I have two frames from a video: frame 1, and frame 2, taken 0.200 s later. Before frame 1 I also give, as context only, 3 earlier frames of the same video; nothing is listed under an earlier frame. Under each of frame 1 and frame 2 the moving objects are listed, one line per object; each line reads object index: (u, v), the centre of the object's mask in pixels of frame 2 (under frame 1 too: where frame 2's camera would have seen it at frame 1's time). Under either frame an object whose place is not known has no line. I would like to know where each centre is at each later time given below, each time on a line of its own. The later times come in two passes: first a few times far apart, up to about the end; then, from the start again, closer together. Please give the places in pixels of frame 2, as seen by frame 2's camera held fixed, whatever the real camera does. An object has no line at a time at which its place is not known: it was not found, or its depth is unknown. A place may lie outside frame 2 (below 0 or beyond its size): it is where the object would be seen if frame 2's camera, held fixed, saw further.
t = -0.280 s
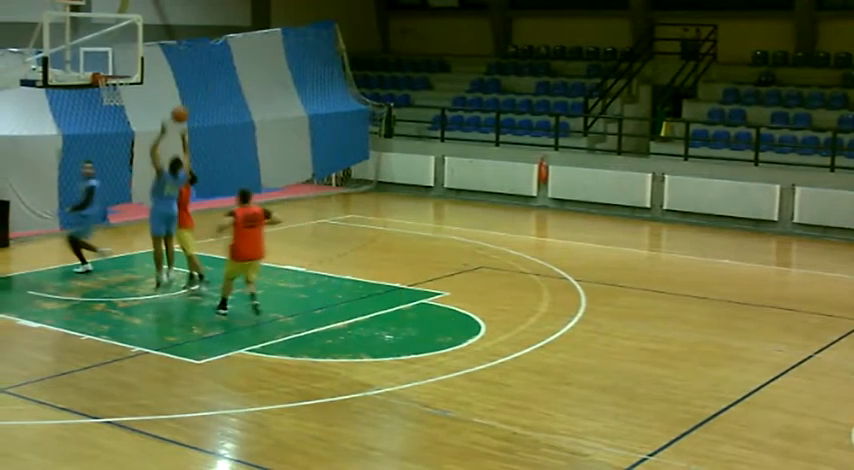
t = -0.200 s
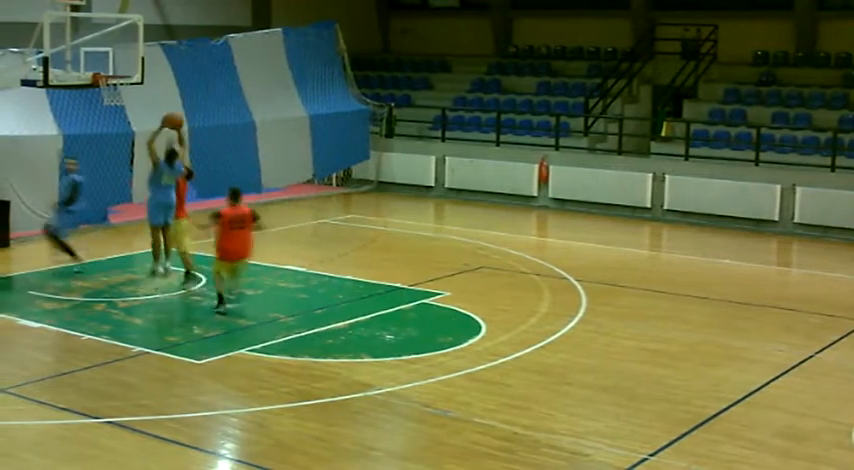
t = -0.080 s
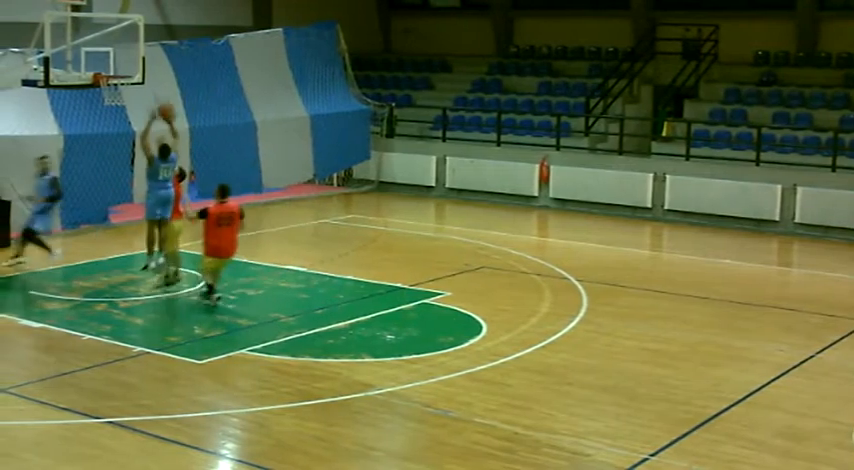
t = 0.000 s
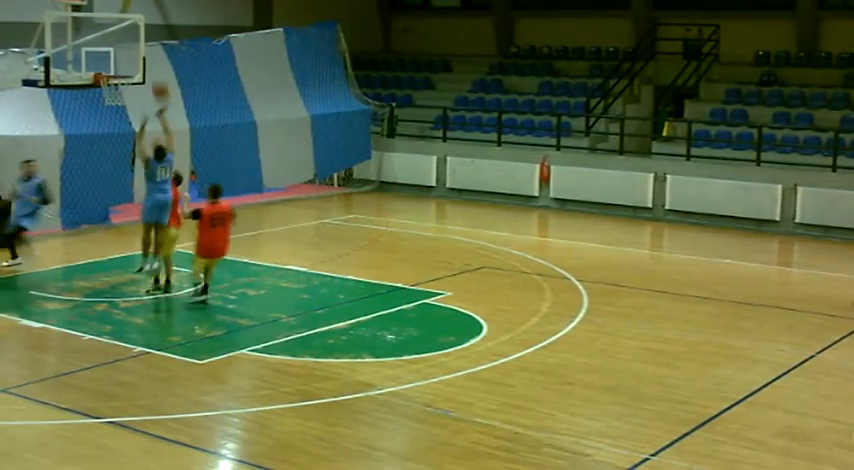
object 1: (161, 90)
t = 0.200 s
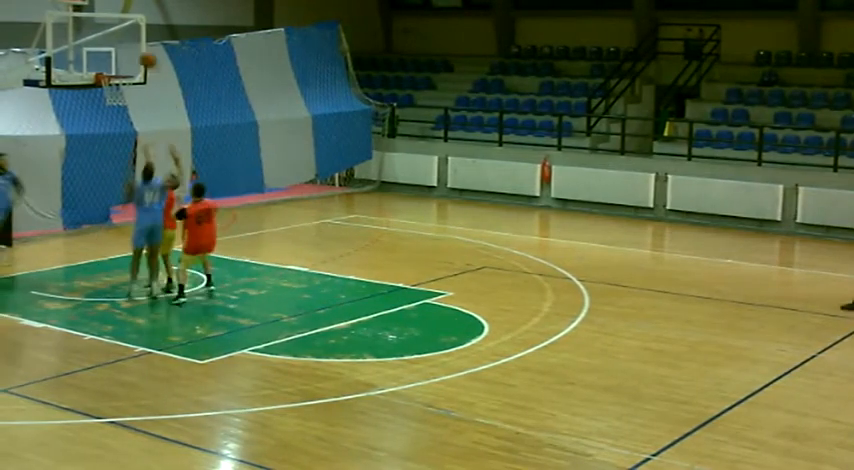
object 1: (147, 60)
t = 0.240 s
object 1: (145, 57)
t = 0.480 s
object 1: (131, 64)
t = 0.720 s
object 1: (119, 74)
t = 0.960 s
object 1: (110, 93)
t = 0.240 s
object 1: (145, 57)
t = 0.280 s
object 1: (142, 56)
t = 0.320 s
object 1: (140, 55)
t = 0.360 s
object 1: (138, 56)
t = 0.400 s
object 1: (135, 57)
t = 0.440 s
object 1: (133, 60)
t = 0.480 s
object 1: (131, 64)
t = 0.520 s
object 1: (128, 68)
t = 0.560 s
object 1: (126, 69)
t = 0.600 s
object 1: (126, 69)
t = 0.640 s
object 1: (125, 71)
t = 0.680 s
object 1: (123, 73)
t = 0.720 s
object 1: (119, 74)
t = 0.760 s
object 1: (117, 77)
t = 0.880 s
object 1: (108, 85)
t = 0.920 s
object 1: (110, 89)
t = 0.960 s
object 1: (110, 93)
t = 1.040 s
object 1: (109, 108)
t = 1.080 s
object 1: (110, 114)
